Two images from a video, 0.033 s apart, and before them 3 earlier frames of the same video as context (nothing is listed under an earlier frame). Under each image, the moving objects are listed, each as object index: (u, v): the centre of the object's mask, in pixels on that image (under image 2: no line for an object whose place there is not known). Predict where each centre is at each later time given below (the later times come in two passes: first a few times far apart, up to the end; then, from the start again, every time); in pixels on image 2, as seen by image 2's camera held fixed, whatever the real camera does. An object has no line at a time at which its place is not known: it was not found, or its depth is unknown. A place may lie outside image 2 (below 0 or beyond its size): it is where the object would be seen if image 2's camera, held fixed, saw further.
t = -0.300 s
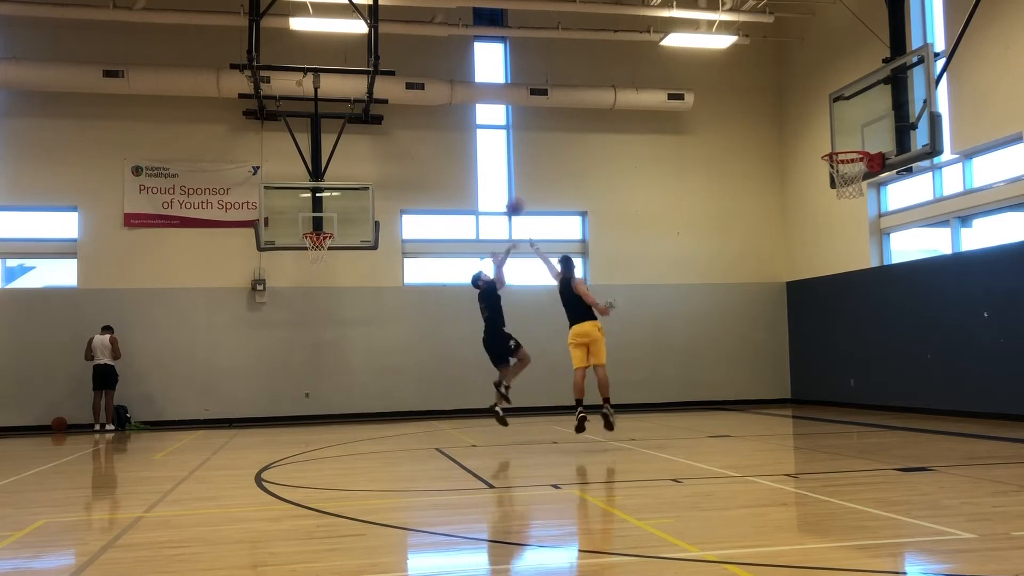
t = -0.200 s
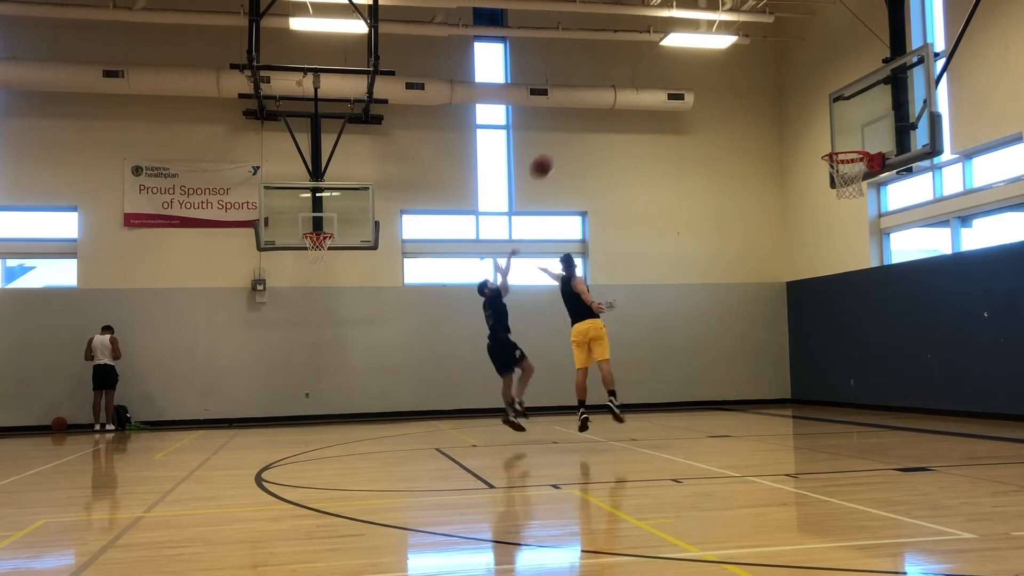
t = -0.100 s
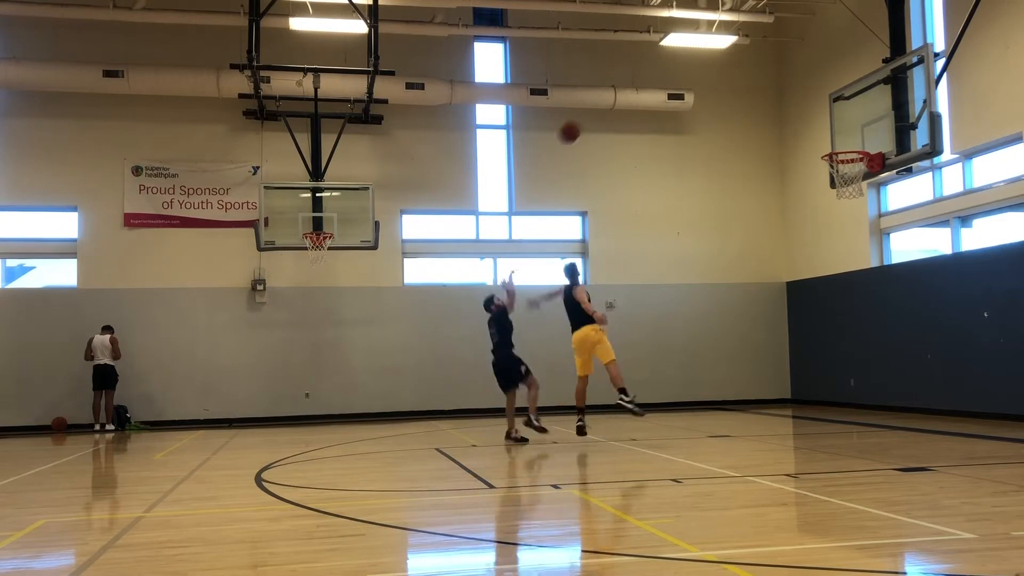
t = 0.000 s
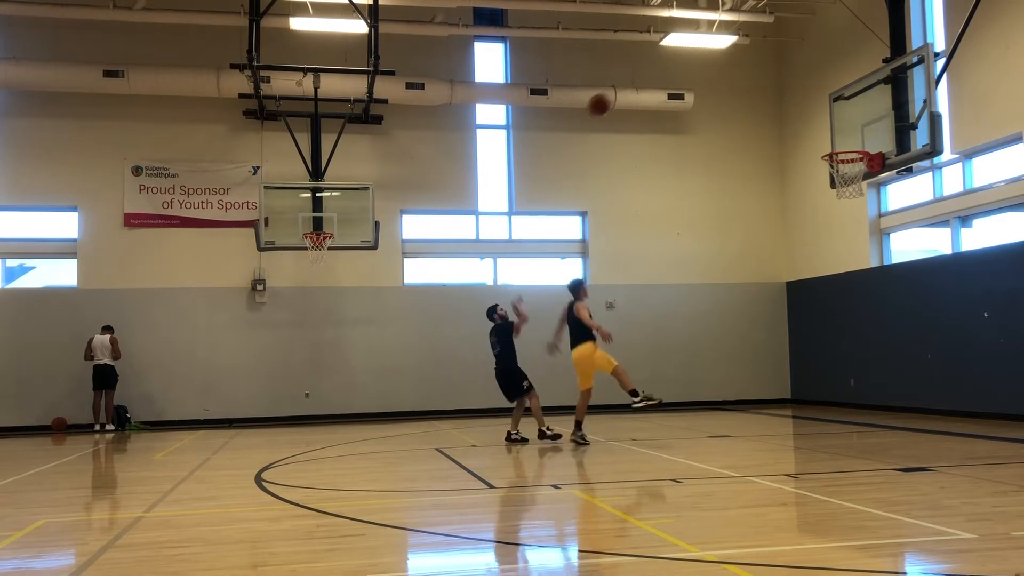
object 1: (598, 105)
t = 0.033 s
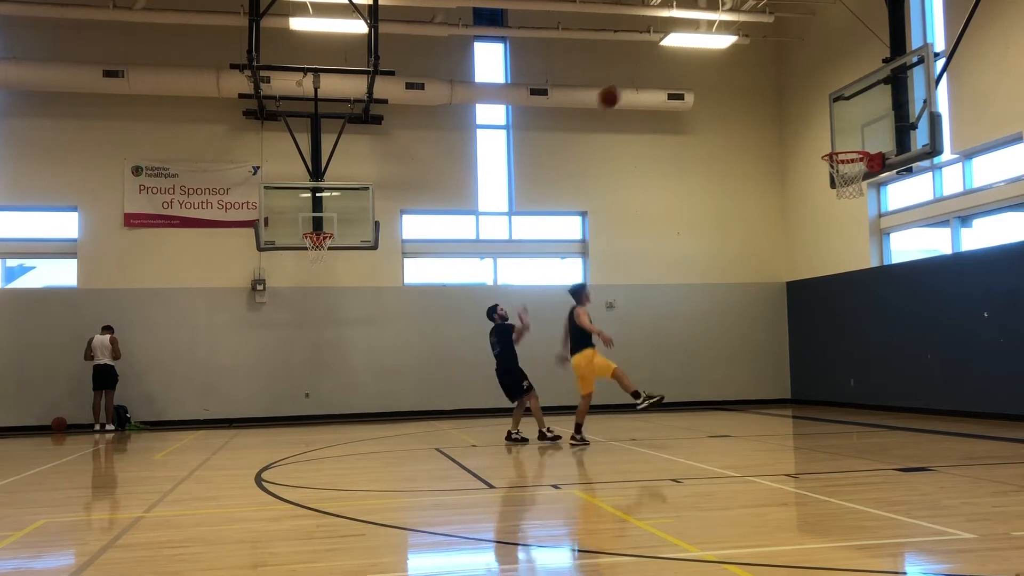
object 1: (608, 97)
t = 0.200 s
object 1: (658, 74)
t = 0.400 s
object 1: (722, 77)
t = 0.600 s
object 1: (787, 115)
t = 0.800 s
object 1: (836, 134)
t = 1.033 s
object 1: (870, 131)
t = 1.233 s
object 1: (864, 138)
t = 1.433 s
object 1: (853, 140)
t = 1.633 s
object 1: (846, 156)
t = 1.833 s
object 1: (841, 212)
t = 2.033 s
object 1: (839, 310)
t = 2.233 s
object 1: (838, 445)
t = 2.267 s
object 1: (836, 427)
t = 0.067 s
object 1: (618, 91)
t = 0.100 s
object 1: (628, 85)
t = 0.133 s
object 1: (638, 81)
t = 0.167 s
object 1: (648, 77)
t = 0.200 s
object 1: (658, 74)
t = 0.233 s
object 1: (668, 72)
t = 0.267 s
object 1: (679, 71)
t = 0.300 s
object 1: (689, 71)
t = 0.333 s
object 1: (700, 72)
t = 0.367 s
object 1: (711, 74)
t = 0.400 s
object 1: (722, 77)
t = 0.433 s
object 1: (732, 81)
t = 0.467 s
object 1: (743, 85)
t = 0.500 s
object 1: (754, 91)
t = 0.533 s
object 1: (765, 98)
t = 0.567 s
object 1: (776, 106)
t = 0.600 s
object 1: (787, 115)
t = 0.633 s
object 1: (799, 125)
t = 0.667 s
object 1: (810, 136)
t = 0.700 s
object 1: (821, 147)
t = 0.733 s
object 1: (826, 144)
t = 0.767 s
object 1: (831, 139)
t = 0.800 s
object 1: (836, 134)
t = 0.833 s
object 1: (841, 131)
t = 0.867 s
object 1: (845, 128)
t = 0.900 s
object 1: (850, 127)
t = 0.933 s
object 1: (855, 126)
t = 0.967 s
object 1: (860, 127)
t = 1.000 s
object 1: (865, 128)
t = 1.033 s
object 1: (870, 131)
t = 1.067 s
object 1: (874, 133)
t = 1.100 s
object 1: (872, 134)
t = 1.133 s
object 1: (870, 137)
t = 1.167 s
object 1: (868, 140)
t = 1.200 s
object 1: (866, 141)
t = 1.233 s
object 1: (864, 138)
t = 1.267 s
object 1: (862, 136)
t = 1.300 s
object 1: (860, 134)
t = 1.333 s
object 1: (858, 134)
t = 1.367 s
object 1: (856, 135)
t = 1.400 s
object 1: (855, 137)
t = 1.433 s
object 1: (853, 140)
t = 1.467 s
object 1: (851, 140)
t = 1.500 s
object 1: (850, 142)
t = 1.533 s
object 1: (849, 143)
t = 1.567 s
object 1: (848, 147)
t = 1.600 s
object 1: (847, 152)
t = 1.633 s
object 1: (846, 156)
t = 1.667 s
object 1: (845, 163)
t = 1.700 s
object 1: (845, 171)
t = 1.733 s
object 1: (844, 179)
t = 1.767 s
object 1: (843, 188)
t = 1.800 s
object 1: (842, 200)
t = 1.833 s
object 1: (841, 212)
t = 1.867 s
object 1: (841, 226)
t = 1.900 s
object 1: (840, 240)
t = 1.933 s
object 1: (840, 255)
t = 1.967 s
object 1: (840, 273)
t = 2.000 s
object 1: (839, 292)
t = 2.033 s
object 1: (839, 310)
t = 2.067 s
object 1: (839, 332)
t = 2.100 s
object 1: (838, 353)
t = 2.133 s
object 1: (838, 377)
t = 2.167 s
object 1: (838, 401)
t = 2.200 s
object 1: (839, 432)
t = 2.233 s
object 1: (838, 445)
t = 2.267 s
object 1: (836, 427)
